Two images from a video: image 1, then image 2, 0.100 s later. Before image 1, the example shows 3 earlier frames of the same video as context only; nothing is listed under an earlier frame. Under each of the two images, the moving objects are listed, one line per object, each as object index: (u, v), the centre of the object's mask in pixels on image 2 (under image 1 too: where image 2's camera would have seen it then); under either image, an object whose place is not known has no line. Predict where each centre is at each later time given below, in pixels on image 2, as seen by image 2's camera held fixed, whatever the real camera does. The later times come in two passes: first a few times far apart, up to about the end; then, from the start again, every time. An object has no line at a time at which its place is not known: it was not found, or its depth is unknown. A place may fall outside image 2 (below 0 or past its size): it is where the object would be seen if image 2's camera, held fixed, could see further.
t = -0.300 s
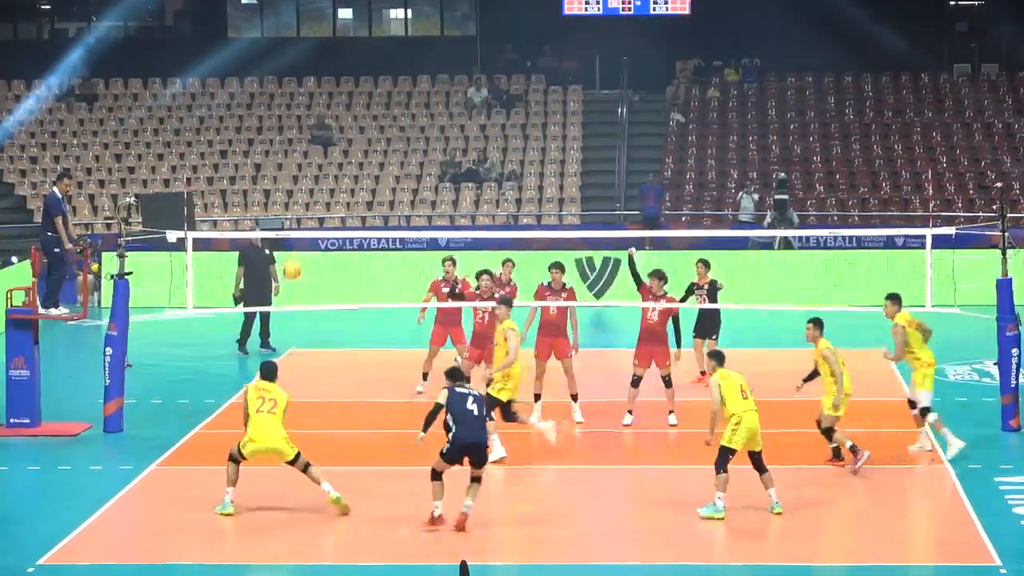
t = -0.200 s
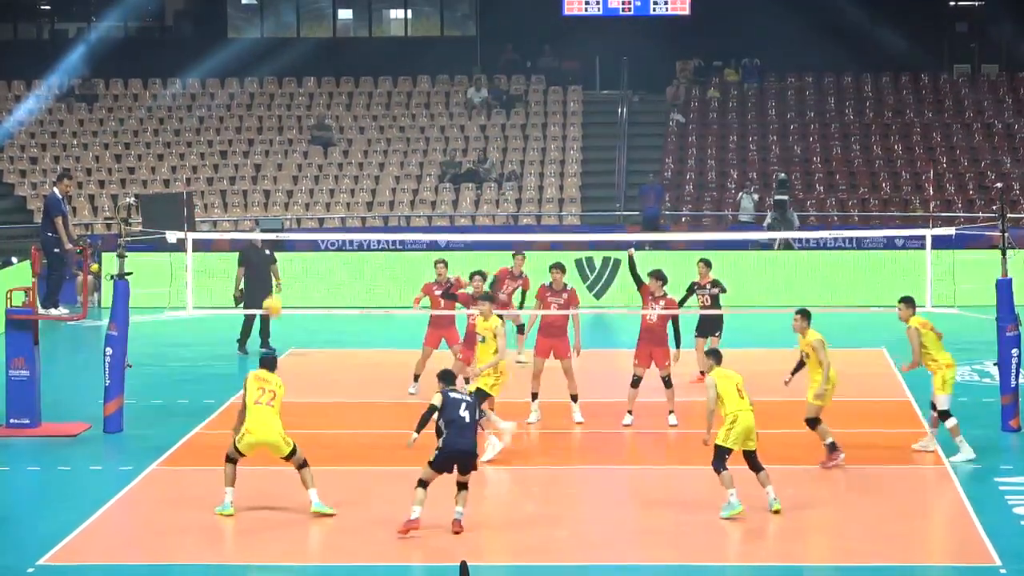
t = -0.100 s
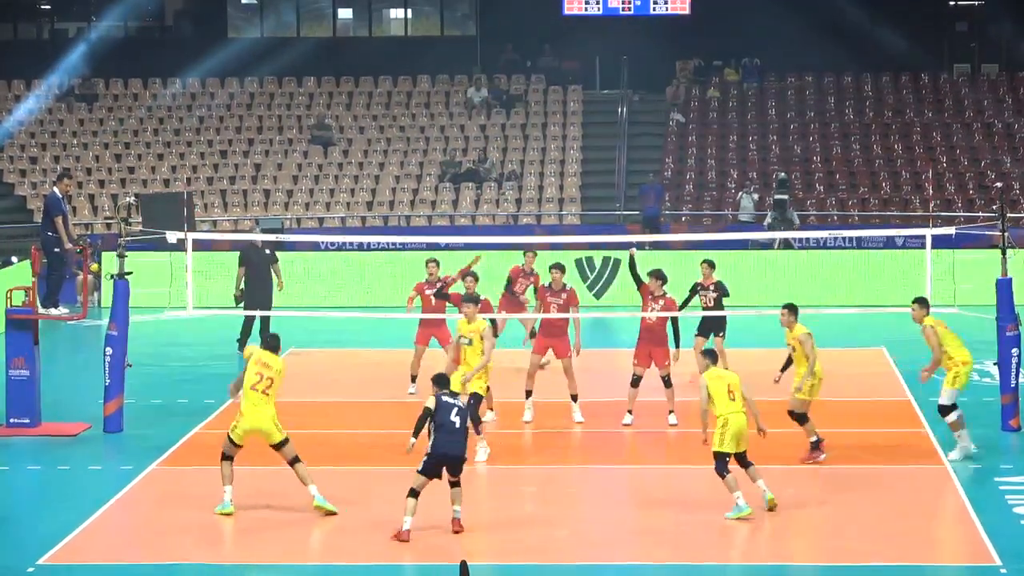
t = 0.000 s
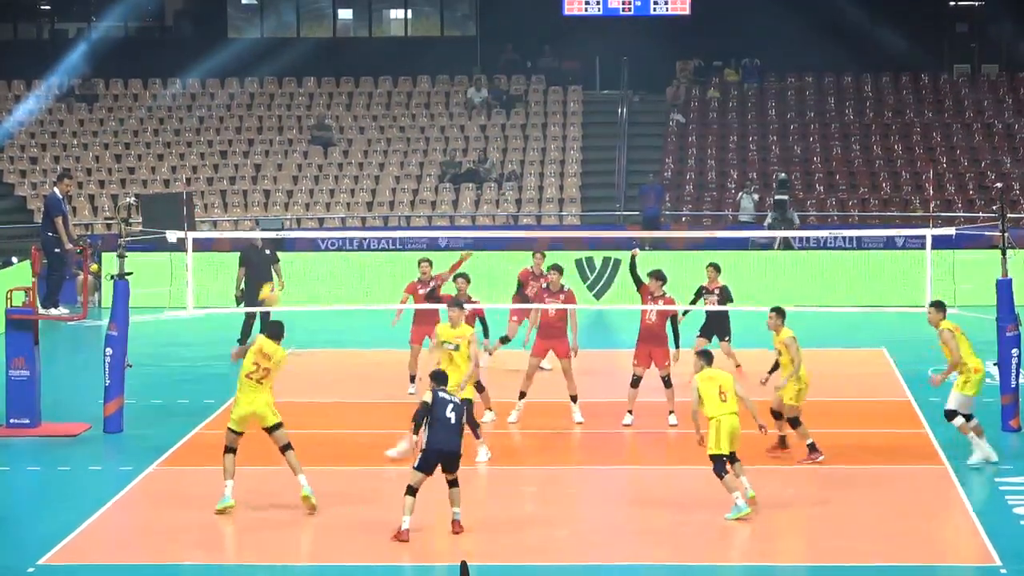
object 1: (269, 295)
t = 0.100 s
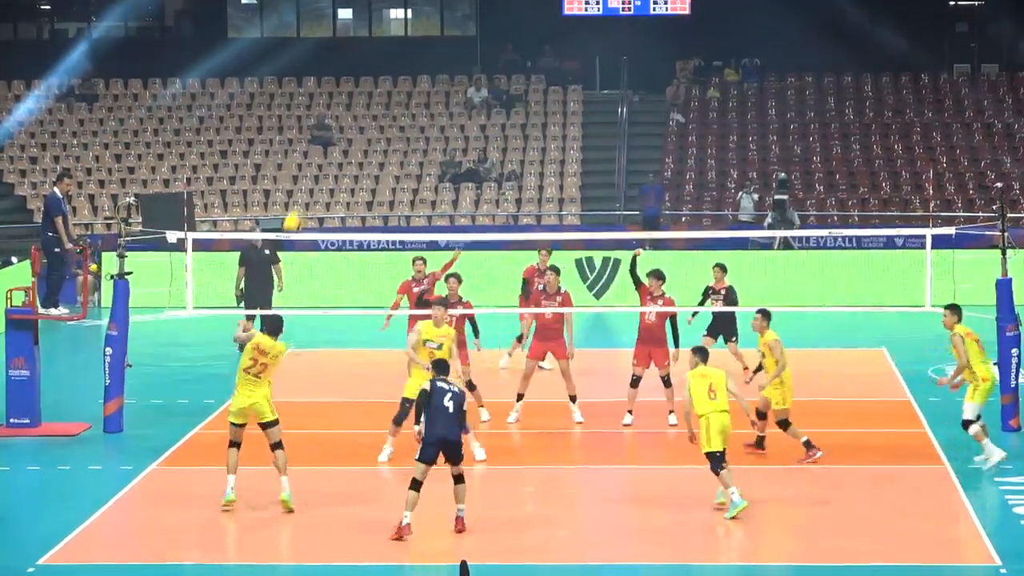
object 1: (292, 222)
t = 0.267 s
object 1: (334, 126)
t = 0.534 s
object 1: (394, 33)
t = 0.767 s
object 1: (445, 7)
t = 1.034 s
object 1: (500, 35)
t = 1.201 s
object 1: (531, 81)
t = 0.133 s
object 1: (300, 200)
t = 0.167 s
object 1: (308, 179)
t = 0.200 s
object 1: (316, 159)
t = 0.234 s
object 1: (325, 142)
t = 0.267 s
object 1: (334, 126)
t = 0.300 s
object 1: (341, 111)
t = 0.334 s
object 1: (349, 94)
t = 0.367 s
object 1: (357, 81)
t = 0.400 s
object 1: (364, 70)
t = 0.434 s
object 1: (372, 60)
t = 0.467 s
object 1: (379, 50)
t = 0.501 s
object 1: (387, 41)
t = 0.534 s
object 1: (394, 33)
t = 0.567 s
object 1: (401, 27)
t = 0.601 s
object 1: (409, 21)
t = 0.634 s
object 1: (416, 16)
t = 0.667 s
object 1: (424, 11)
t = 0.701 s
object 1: (431, 8)
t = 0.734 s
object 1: (438, 7)
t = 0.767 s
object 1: (445, 7)
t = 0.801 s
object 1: (452, 8)
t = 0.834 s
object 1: (458, 9)
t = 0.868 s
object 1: (466, 10)
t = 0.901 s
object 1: (473, 13)
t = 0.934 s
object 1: (479, 17)
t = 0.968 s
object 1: (486, 22)
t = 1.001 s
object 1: (493, 28)
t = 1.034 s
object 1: (500, 35)
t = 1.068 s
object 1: (506, 43)
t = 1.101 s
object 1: (513, 51)
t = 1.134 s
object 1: (519, 60)
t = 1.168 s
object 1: (525, 70)
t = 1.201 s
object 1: (531, 81)
